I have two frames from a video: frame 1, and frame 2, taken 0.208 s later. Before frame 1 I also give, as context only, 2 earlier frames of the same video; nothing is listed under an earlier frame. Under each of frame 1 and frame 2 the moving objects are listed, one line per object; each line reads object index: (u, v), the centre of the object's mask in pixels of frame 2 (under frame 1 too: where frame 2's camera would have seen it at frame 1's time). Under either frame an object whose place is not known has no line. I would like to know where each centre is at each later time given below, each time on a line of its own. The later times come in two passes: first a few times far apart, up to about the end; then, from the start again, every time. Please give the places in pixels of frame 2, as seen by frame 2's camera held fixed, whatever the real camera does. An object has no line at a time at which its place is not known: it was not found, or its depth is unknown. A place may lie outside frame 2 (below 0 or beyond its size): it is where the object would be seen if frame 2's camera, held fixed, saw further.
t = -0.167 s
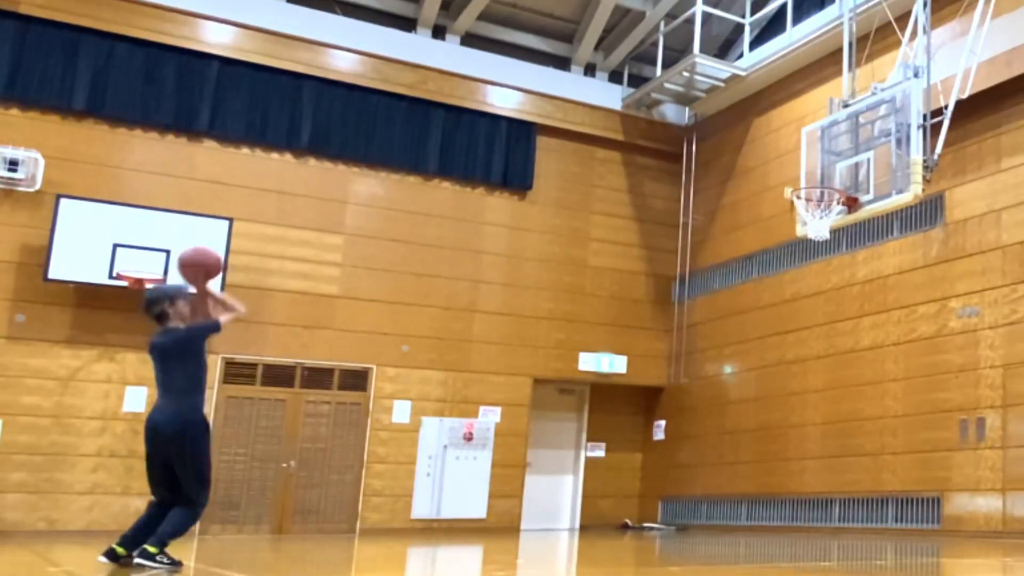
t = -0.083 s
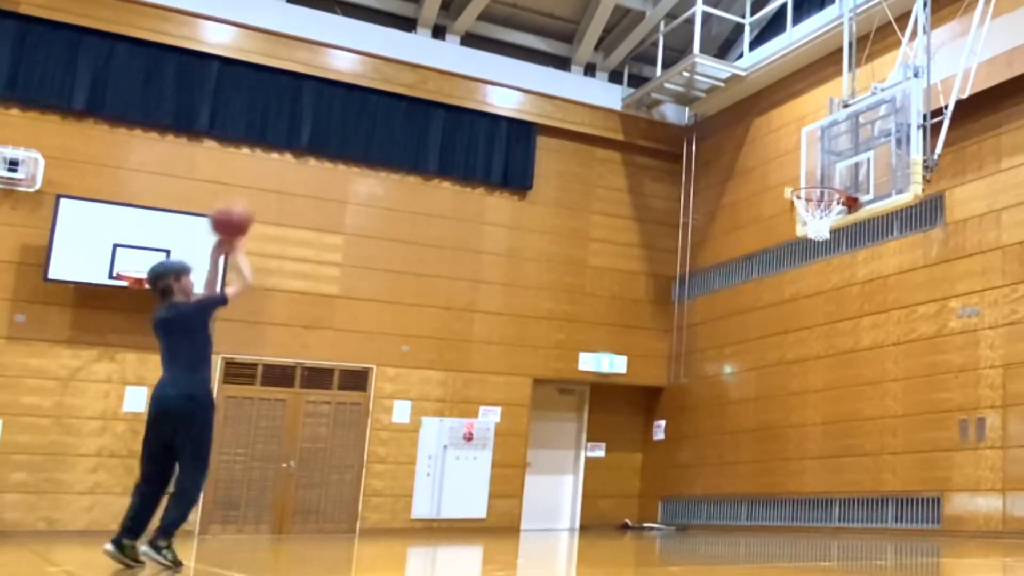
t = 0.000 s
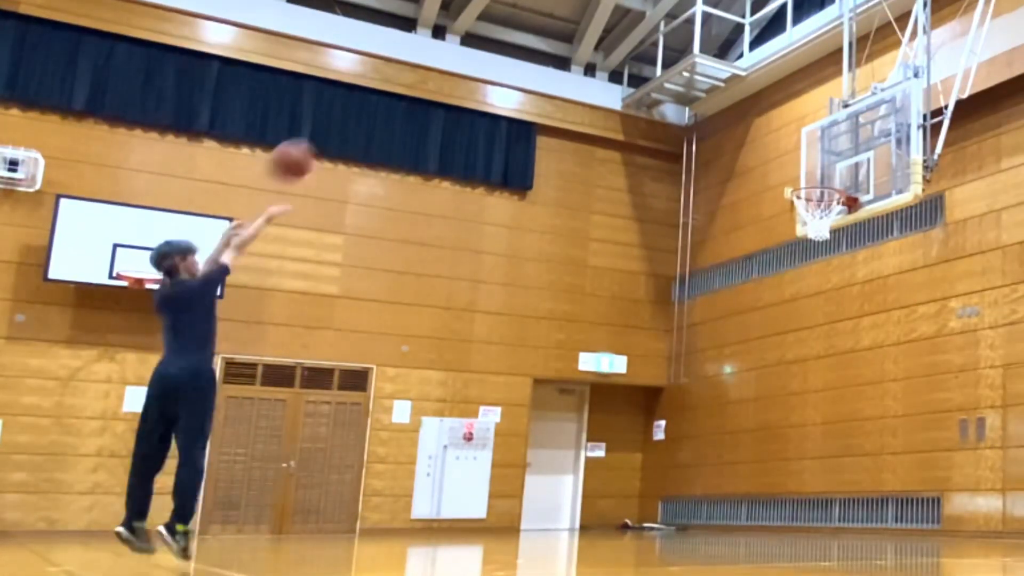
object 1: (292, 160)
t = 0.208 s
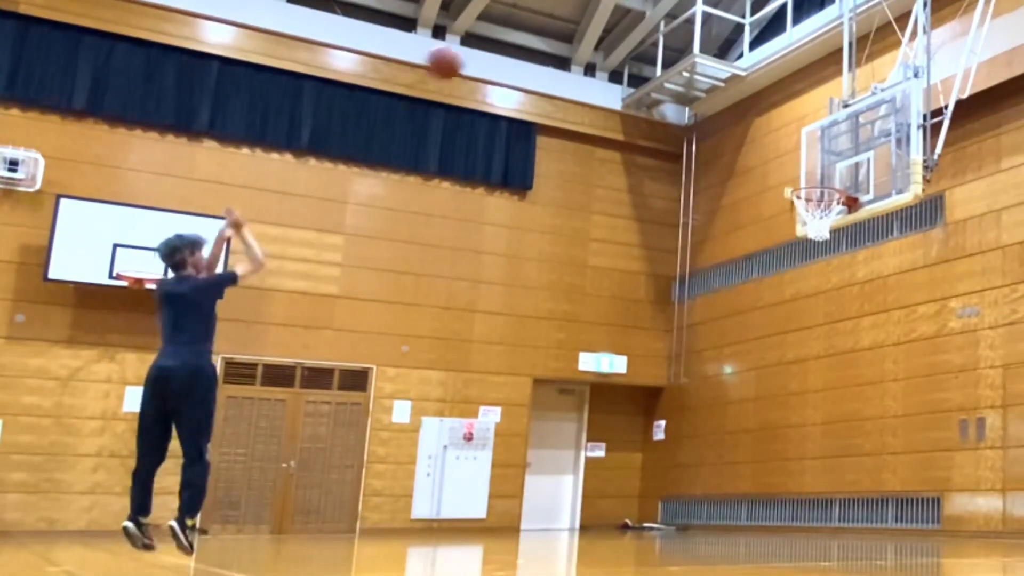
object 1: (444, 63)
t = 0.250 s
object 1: (472, 51)
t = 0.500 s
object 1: (611, 34)
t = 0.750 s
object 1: (723, 86)
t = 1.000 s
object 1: (815, 197)
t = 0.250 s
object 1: (472, 51)
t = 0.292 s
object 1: (496, 42)
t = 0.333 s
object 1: (520, 38)
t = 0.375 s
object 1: (545, 33)
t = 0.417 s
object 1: (566, 31)
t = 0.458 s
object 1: (590, 32)
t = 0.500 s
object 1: (611, 34)
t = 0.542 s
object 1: (631, 38)
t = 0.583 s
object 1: (650, 43)
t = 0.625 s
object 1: (670, 50)
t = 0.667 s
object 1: (687, 61)
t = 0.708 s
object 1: (706, 75)
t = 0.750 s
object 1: (723, 86)
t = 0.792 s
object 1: (739, 93)
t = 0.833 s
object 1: (757, 114)
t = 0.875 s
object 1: (774, 132)
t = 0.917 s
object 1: (789, 150)
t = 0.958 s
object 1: (805, 172)
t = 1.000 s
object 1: (815, 197)
